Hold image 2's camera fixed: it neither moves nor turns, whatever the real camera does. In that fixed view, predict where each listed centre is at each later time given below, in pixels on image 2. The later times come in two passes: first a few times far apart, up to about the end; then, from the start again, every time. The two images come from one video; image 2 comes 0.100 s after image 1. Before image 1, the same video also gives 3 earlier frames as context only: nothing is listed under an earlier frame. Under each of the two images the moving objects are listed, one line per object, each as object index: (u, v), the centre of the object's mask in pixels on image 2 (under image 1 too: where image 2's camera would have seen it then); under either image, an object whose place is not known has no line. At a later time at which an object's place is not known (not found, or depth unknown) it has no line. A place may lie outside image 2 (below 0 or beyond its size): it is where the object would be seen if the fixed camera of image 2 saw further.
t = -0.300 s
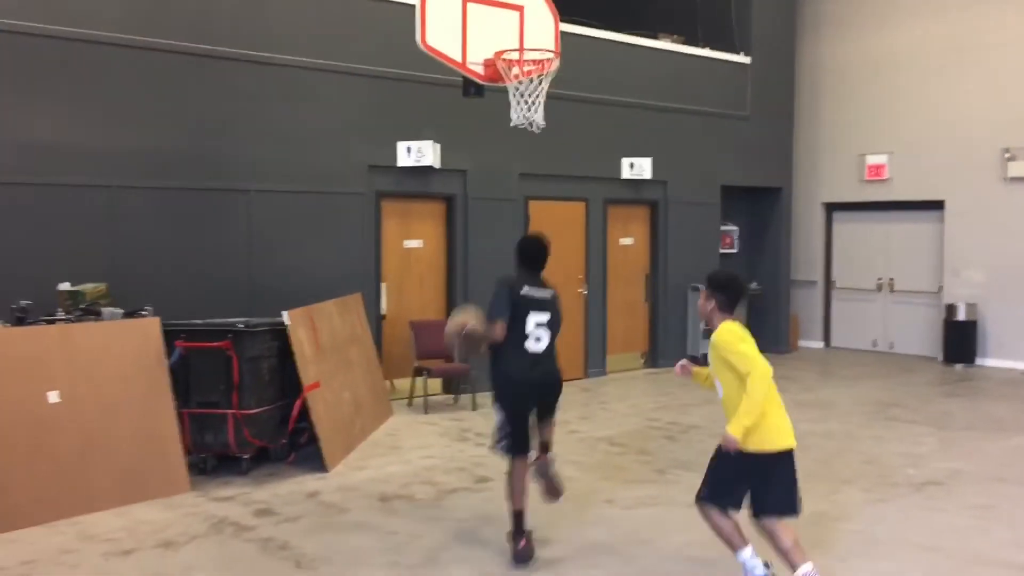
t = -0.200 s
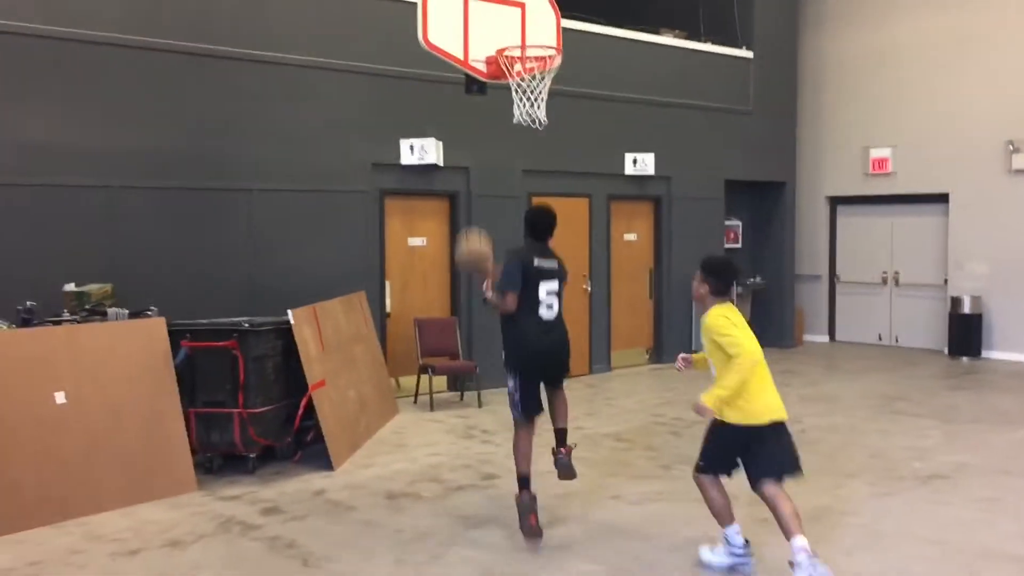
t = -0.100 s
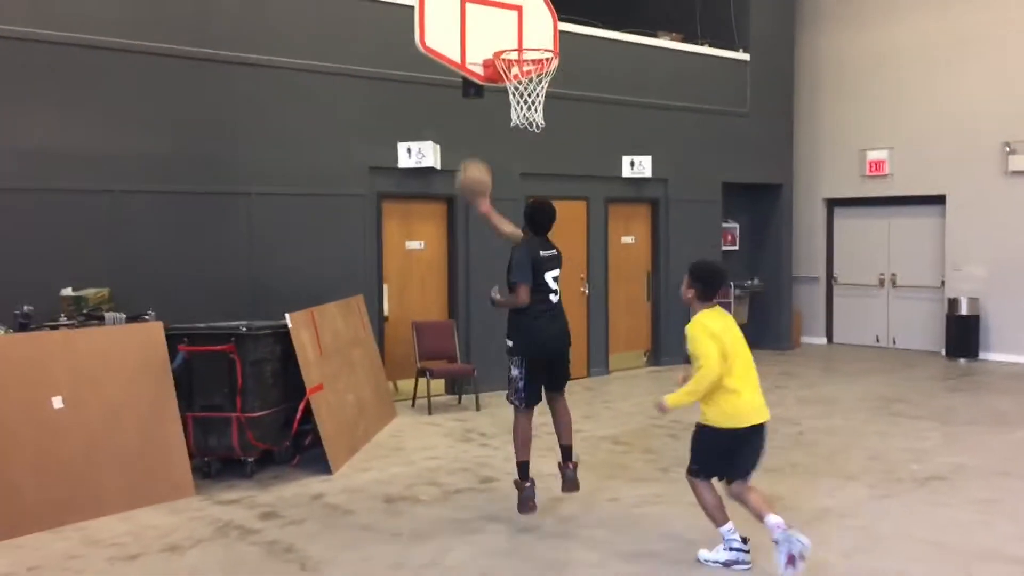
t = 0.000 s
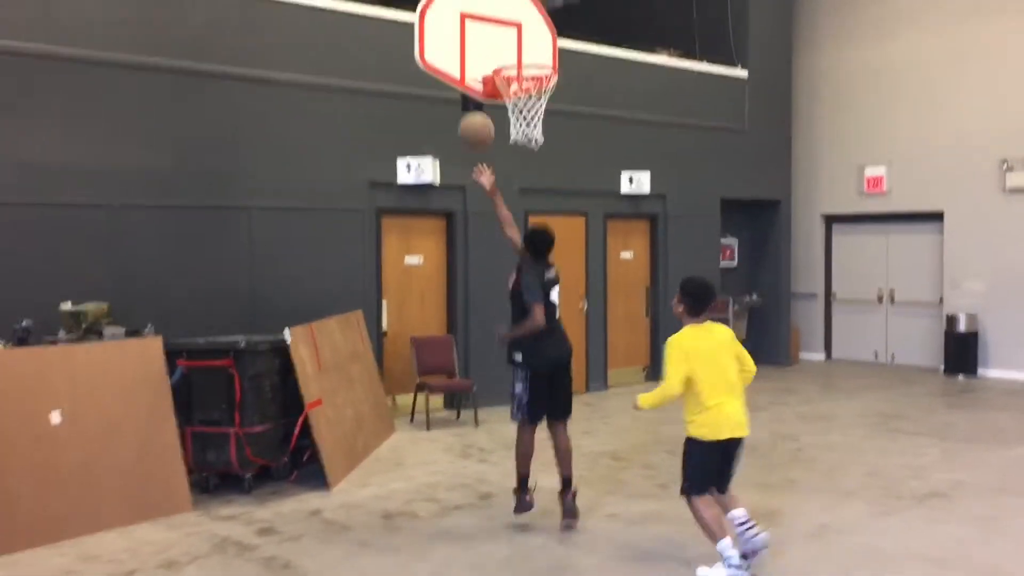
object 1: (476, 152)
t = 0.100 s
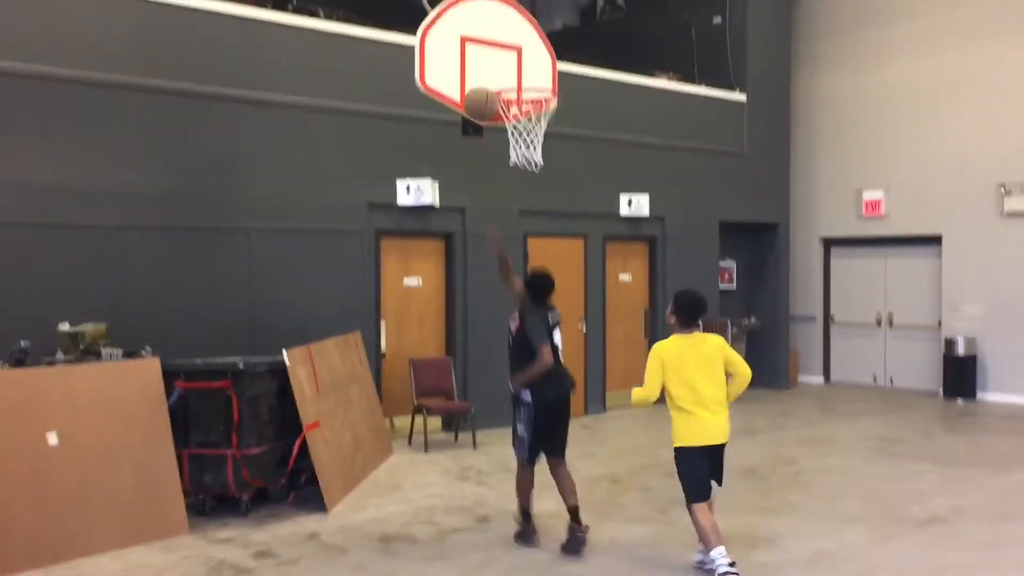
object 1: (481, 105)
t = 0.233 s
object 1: (486, 62)
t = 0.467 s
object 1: (496, 48)
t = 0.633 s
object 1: (522, 60)
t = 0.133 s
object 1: (482, 91)
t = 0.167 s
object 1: (483, 79)
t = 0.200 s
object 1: (485, 69)
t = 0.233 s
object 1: (486, 62)
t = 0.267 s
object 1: (488, 55)
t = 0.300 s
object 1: (489, 51)
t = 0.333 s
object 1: (490, 48)
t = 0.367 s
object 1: (491, 46)
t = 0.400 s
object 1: (493, 46)
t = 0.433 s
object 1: (494, 47)
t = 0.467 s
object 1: (496, 48)
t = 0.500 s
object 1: (502, 47)
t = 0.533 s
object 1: (507, 48)
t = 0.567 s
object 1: (512, 51)
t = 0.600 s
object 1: (517, 54)
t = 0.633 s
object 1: (522, 60)
